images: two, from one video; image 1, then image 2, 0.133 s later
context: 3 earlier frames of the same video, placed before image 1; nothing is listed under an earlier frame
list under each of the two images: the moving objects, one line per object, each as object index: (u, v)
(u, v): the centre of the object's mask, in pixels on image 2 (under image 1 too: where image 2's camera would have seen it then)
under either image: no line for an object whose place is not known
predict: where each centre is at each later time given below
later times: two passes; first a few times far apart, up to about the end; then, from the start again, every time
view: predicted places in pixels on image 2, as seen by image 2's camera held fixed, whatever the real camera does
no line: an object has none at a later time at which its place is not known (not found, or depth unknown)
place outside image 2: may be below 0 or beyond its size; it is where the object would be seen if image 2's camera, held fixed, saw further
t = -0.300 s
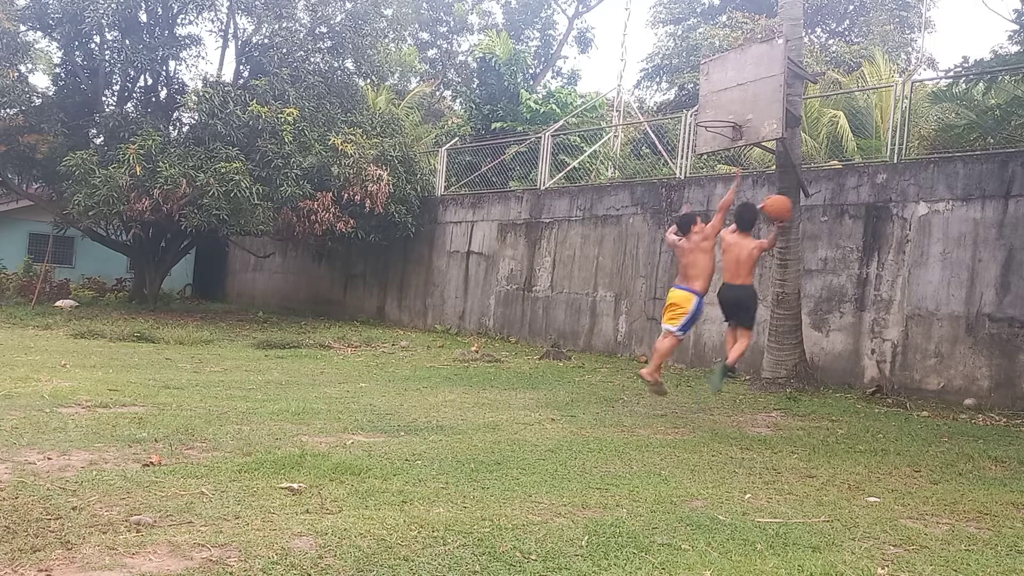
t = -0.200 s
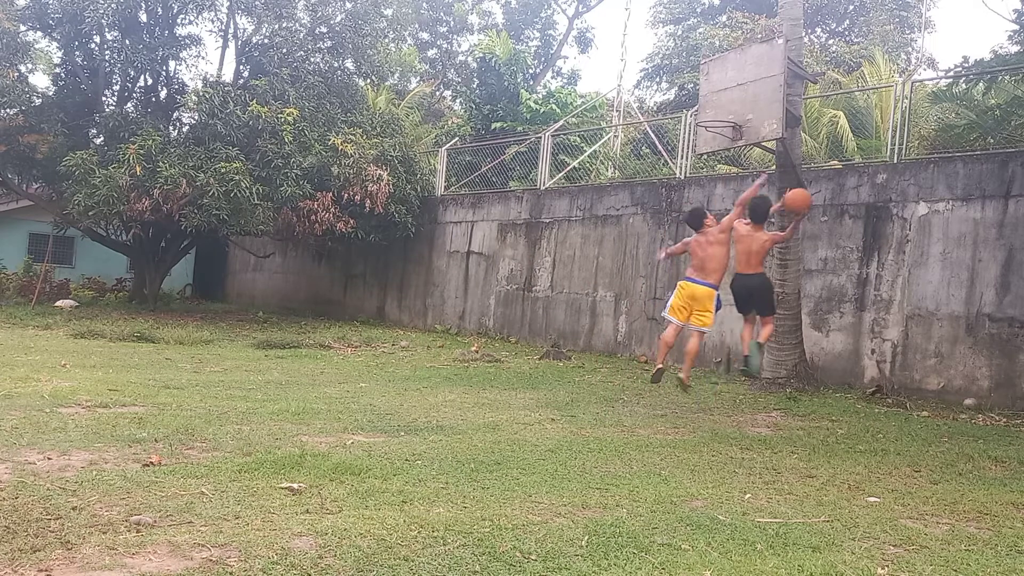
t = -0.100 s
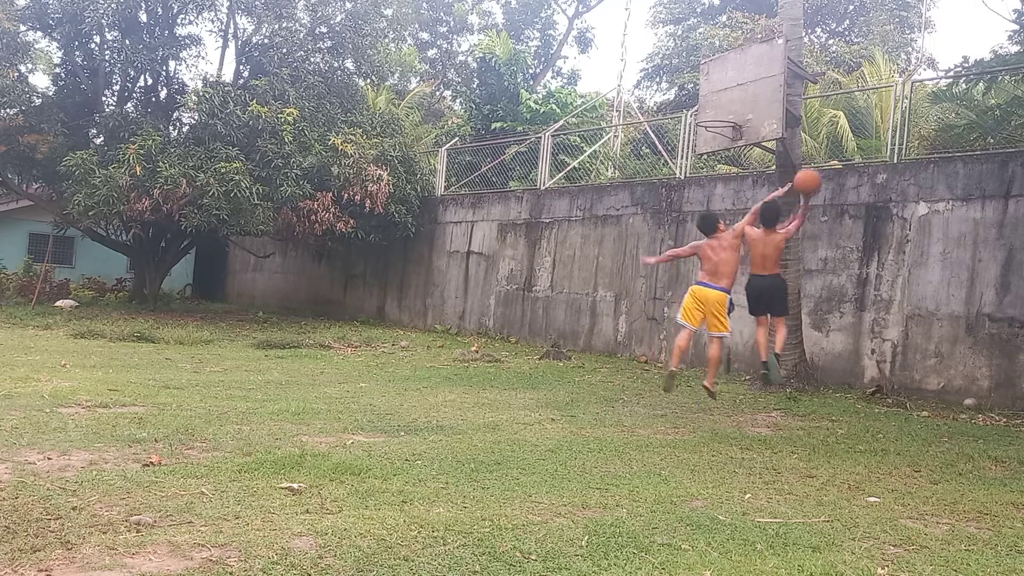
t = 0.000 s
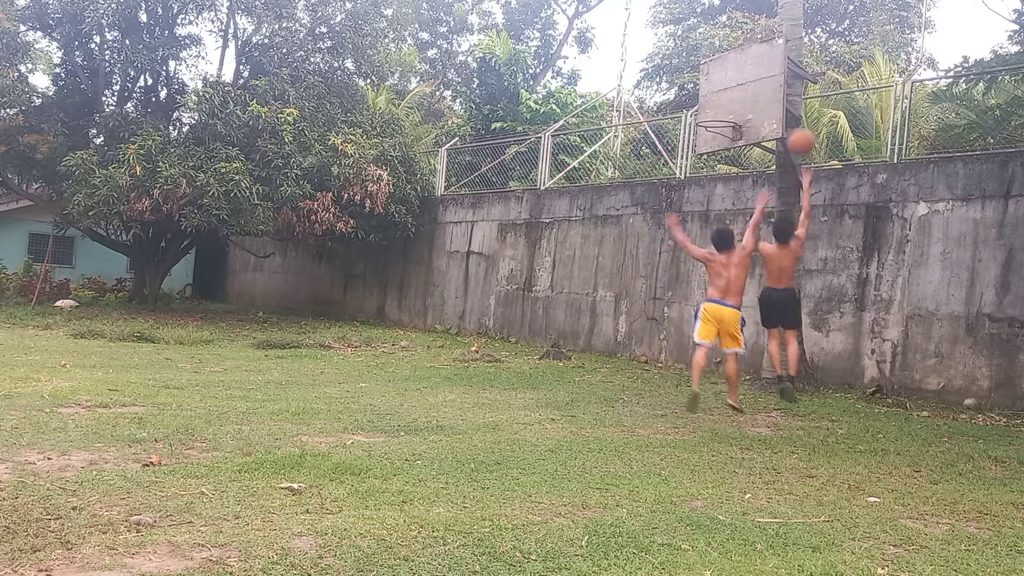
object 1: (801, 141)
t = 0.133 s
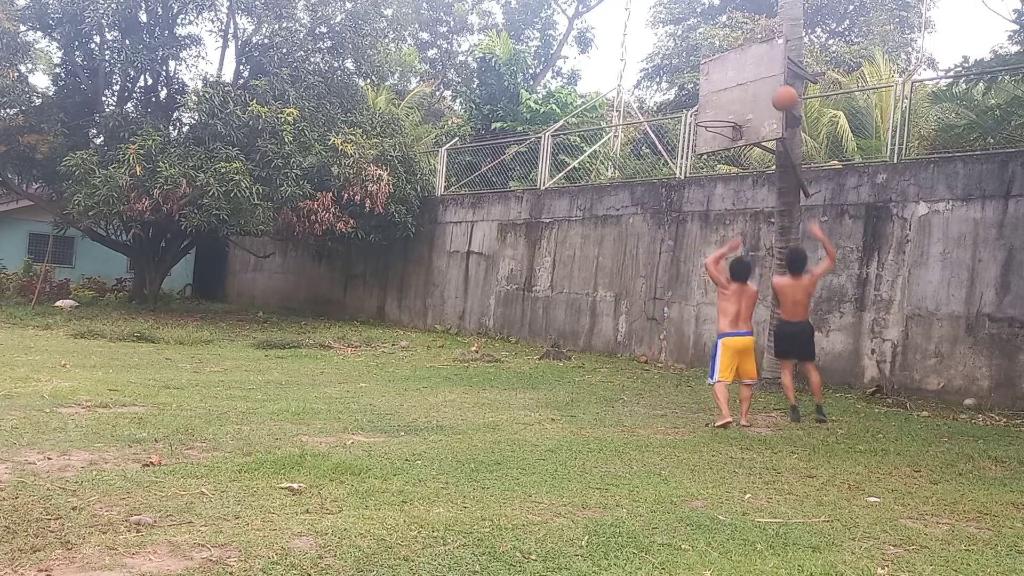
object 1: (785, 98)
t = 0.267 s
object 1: (767, 76)
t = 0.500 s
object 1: (736, 79)
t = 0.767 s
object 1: (696, 129)
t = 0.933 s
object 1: (669, 185)
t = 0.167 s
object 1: (780, 91)
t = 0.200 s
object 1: (776, 85)
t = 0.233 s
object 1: (772, 80)
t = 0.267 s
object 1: (767, 76)
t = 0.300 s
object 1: (763, 74)
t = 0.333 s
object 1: (759, 72)
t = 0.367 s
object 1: (755, 71)
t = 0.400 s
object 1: (750, 72)
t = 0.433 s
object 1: (746, 73)
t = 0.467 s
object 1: (741, 76)
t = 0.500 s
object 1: (736, 79)
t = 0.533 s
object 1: (732, 83)
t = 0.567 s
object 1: (727, 89)
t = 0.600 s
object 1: (723, 96)
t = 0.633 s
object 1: (718, 101)
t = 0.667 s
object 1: (713, 107)
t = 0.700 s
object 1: (708, 111)
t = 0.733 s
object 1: (702, 120)
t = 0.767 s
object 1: (696, 129)
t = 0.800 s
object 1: (692, 138)
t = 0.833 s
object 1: (686, 148)
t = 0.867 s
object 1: (681, 160)
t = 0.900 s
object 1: (675, 171)
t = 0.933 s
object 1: (669, 185)
